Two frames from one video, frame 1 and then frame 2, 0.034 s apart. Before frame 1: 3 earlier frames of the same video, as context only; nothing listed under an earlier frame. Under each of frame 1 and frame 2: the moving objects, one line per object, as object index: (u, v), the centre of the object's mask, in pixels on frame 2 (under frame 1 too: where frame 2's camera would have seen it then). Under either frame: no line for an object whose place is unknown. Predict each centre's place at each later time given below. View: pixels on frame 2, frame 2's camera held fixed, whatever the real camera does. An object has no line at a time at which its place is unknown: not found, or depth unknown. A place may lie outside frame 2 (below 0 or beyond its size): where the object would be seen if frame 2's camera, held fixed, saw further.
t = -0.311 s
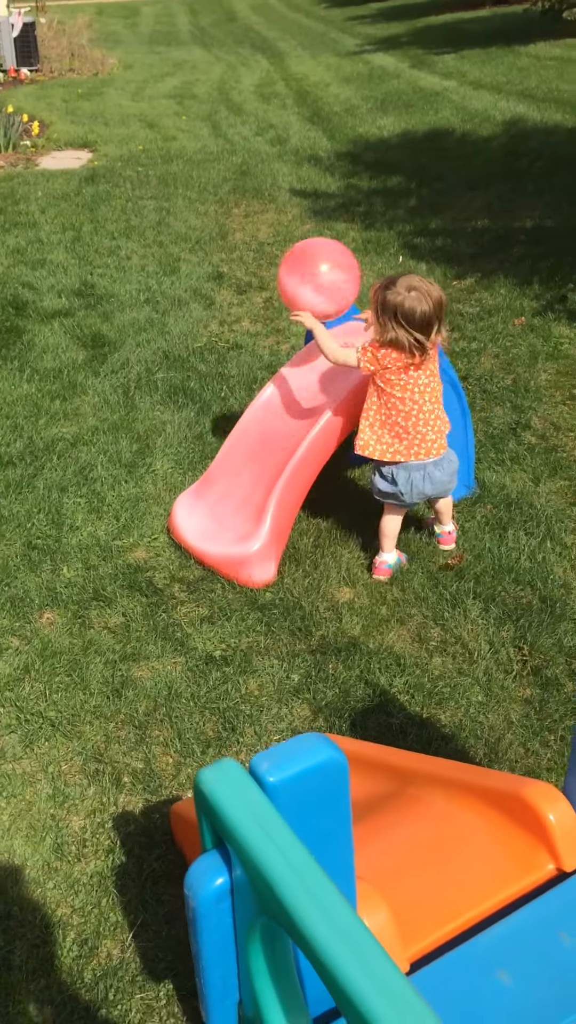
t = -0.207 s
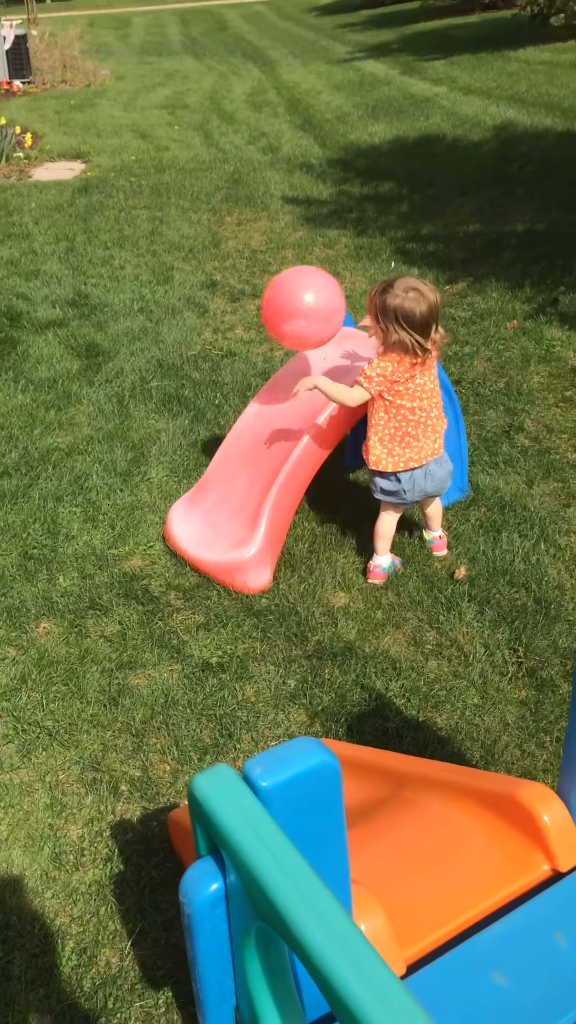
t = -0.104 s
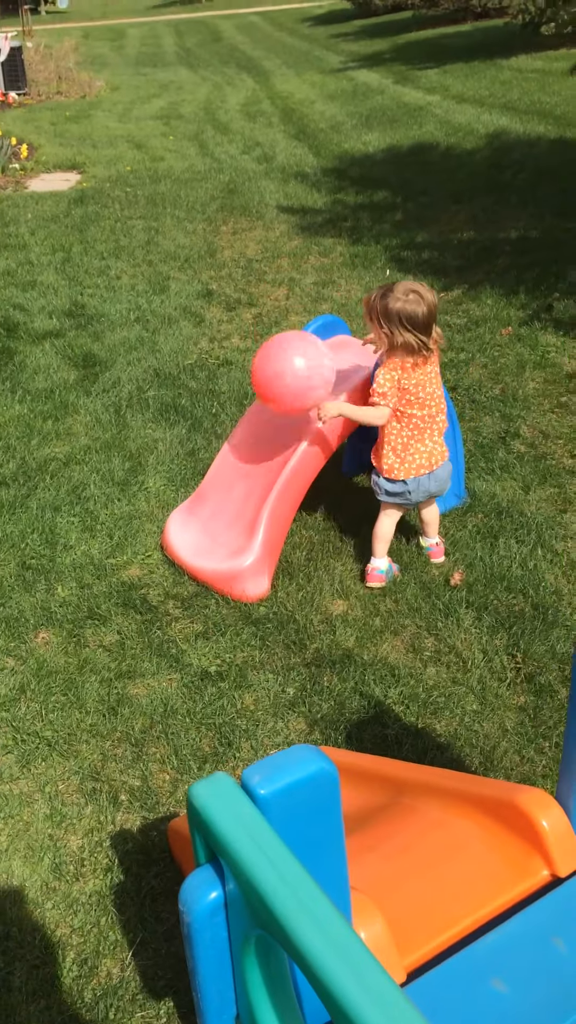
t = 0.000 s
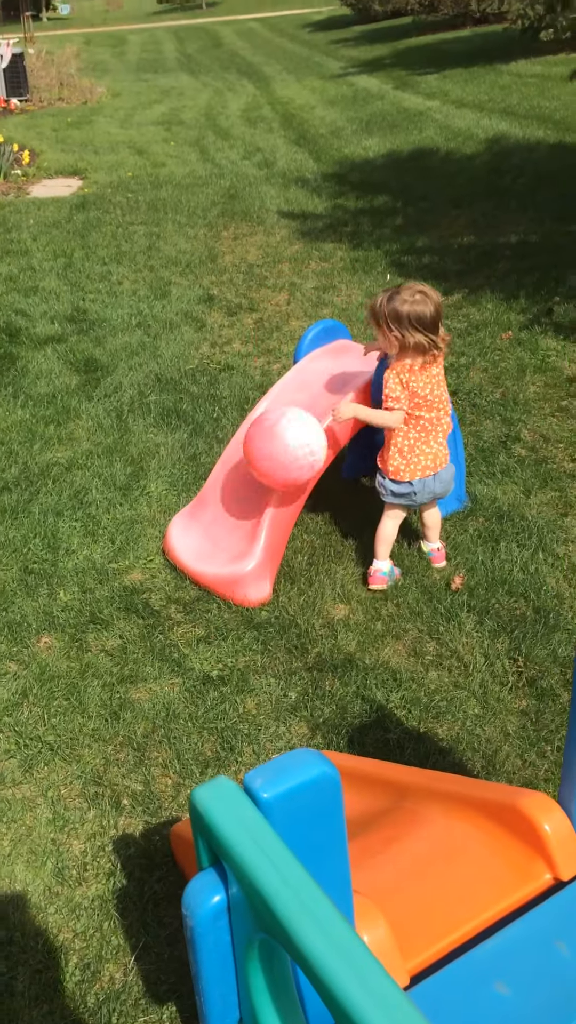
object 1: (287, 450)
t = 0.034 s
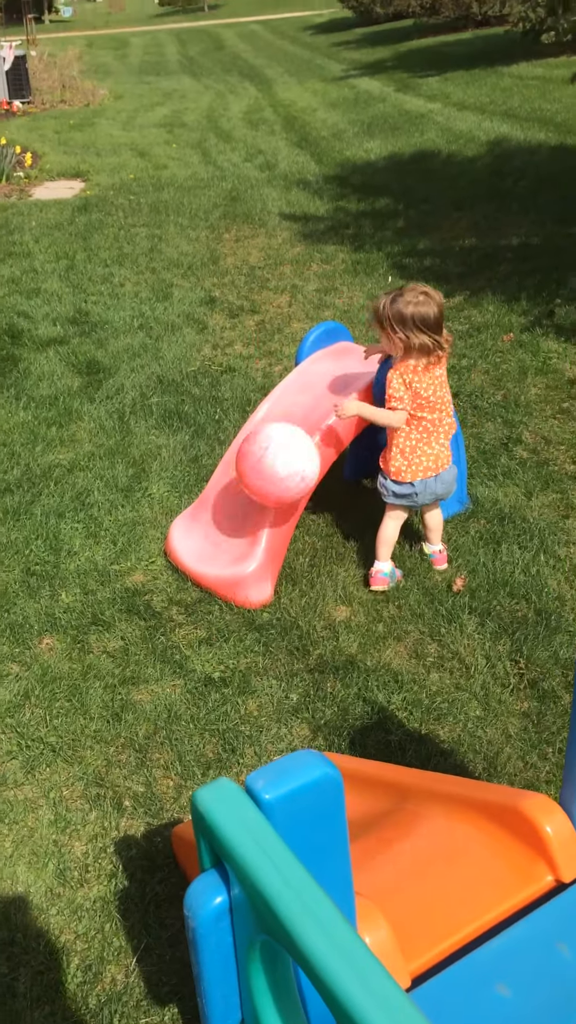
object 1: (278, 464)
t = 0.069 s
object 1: (269, 482)
